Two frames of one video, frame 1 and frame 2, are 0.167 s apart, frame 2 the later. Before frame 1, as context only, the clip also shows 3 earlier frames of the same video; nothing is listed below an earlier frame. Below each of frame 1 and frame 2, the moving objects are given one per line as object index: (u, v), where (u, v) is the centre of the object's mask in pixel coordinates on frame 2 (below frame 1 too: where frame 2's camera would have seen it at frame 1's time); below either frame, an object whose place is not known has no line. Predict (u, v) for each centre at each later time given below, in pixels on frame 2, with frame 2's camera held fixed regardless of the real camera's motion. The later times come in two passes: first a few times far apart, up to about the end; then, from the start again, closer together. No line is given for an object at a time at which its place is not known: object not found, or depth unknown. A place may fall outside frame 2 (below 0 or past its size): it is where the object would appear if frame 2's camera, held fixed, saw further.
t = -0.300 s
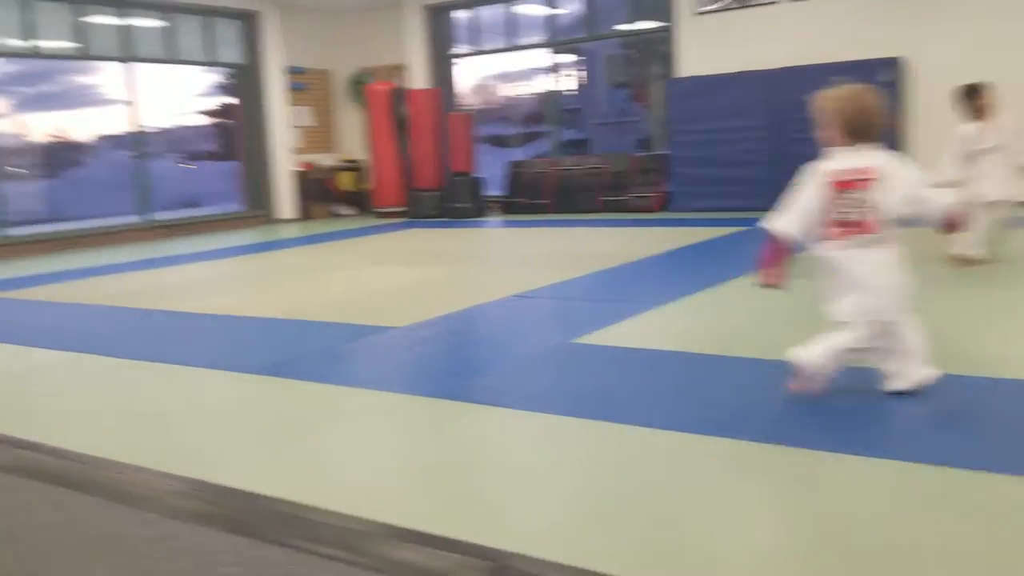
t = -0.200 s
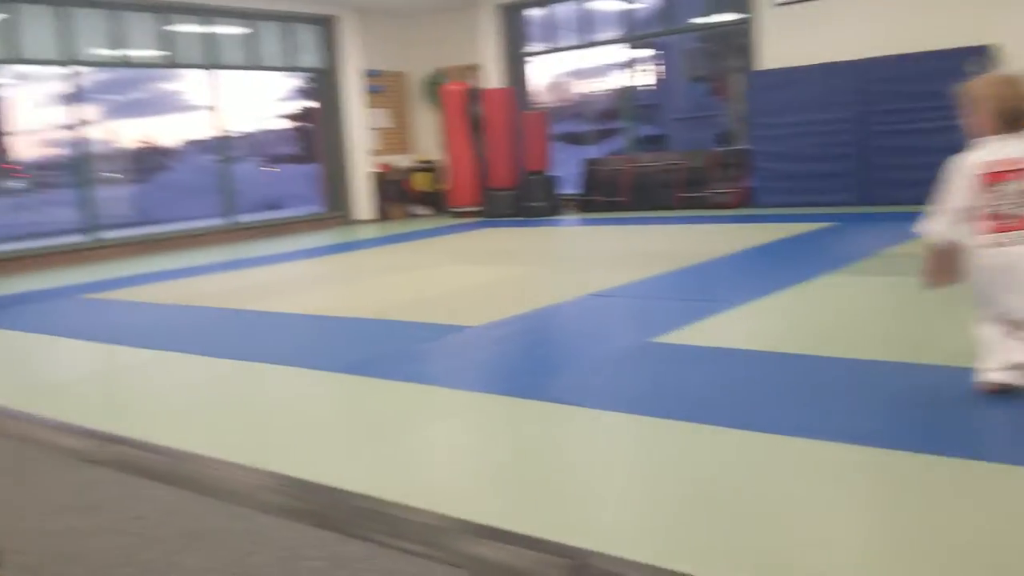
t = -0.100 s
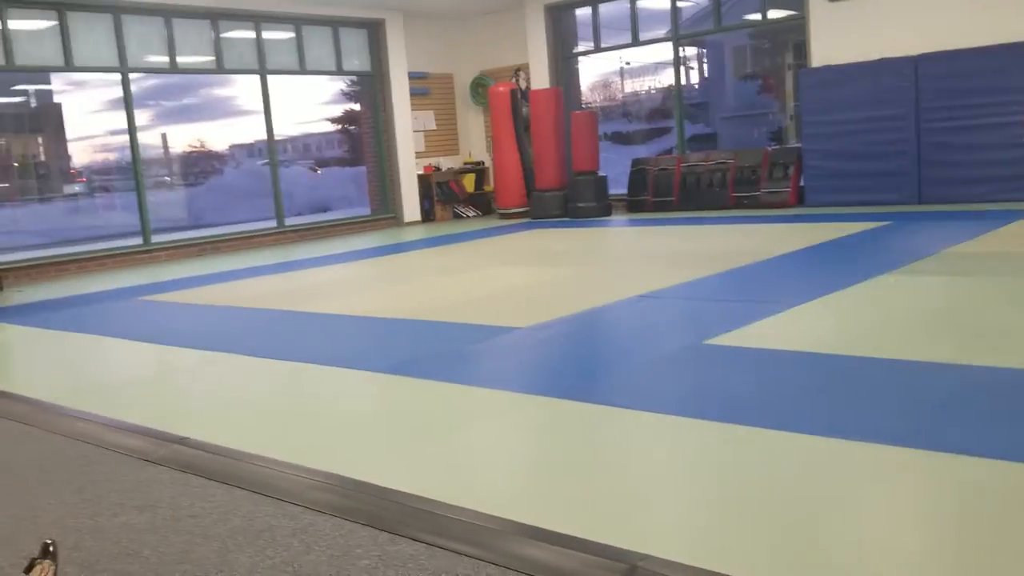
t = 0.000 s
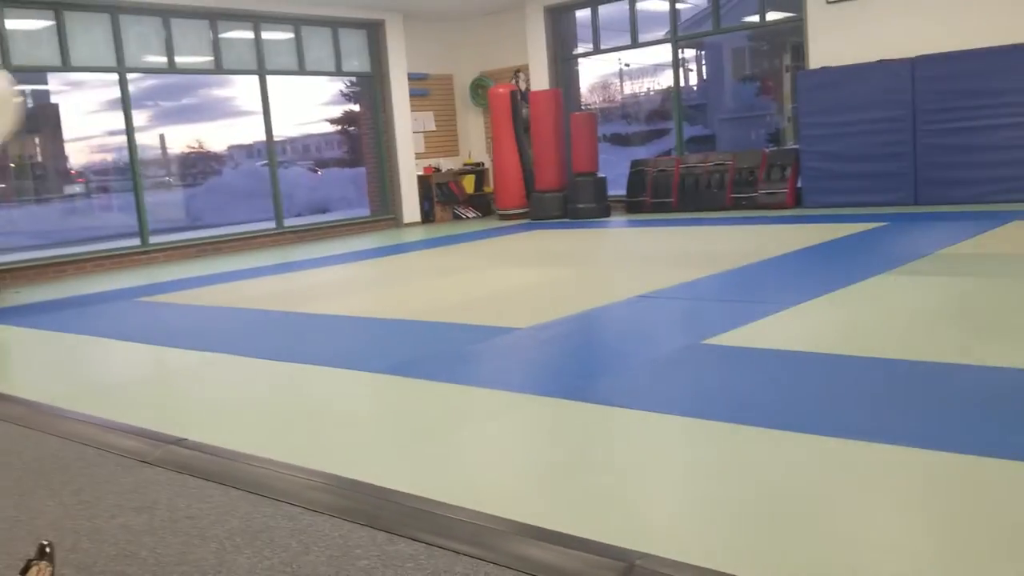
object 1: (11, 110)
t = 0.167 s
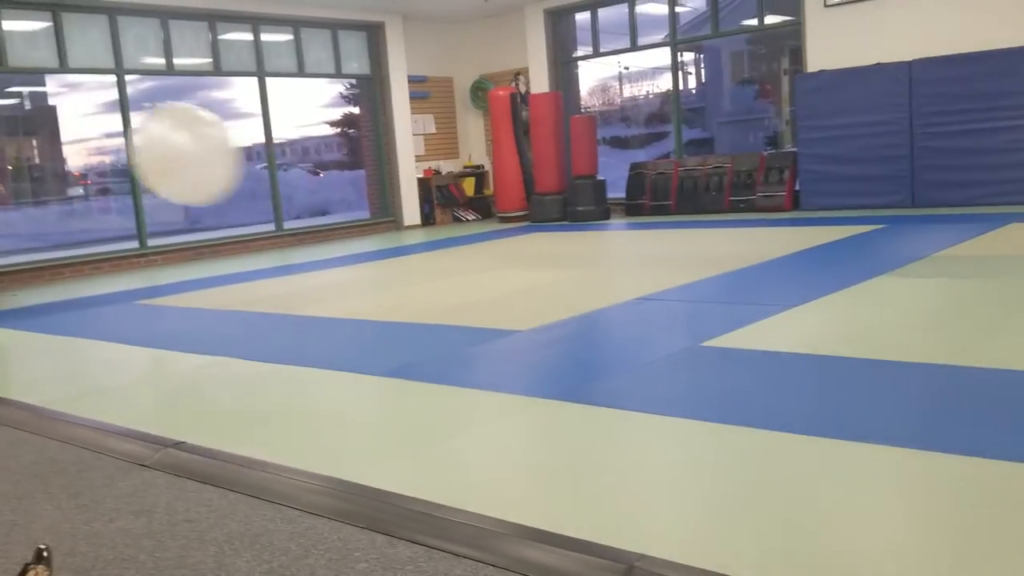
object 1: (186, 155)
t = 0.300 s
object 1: (383, 229)
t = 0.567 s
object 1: (658, 169)
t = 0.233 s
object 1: (283, 190)
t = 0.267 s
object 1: (333, 207)
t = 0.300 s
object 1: (383, 229)
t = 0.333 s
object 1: (438, 254)
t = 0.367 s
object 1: (494, 282)
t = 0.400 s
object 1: (525, 276)
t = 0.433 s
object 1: (552, 252)
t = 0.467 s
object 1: (578, 227)
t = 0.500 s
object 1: (605, 206)
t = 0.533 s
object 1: (631, 186)
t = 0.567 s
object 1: (658, 169)
